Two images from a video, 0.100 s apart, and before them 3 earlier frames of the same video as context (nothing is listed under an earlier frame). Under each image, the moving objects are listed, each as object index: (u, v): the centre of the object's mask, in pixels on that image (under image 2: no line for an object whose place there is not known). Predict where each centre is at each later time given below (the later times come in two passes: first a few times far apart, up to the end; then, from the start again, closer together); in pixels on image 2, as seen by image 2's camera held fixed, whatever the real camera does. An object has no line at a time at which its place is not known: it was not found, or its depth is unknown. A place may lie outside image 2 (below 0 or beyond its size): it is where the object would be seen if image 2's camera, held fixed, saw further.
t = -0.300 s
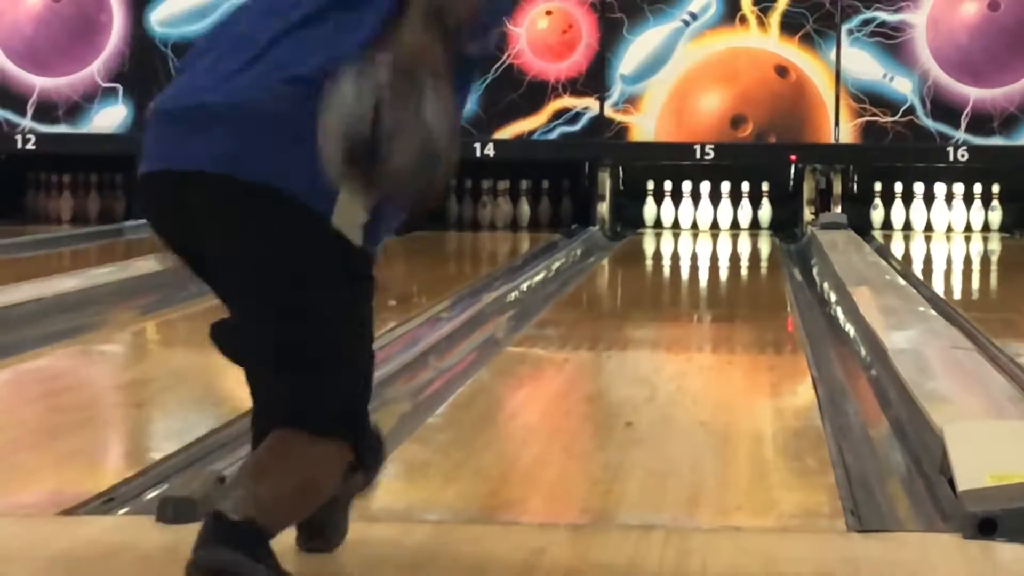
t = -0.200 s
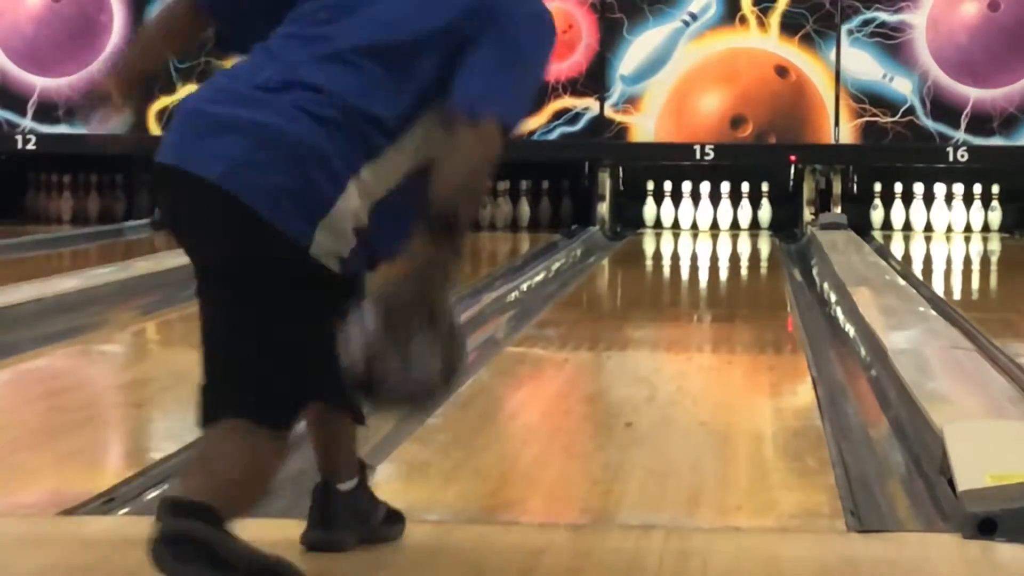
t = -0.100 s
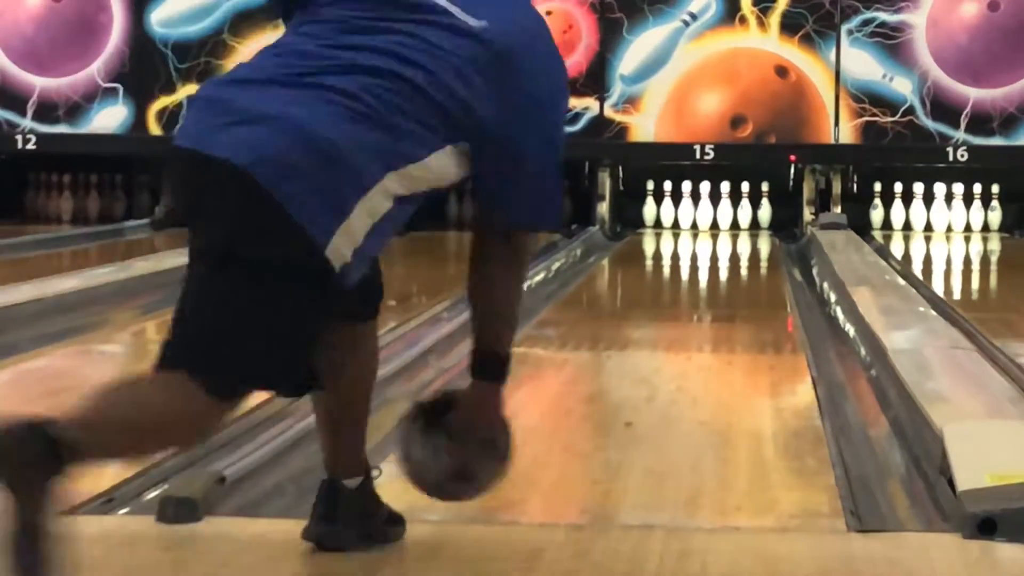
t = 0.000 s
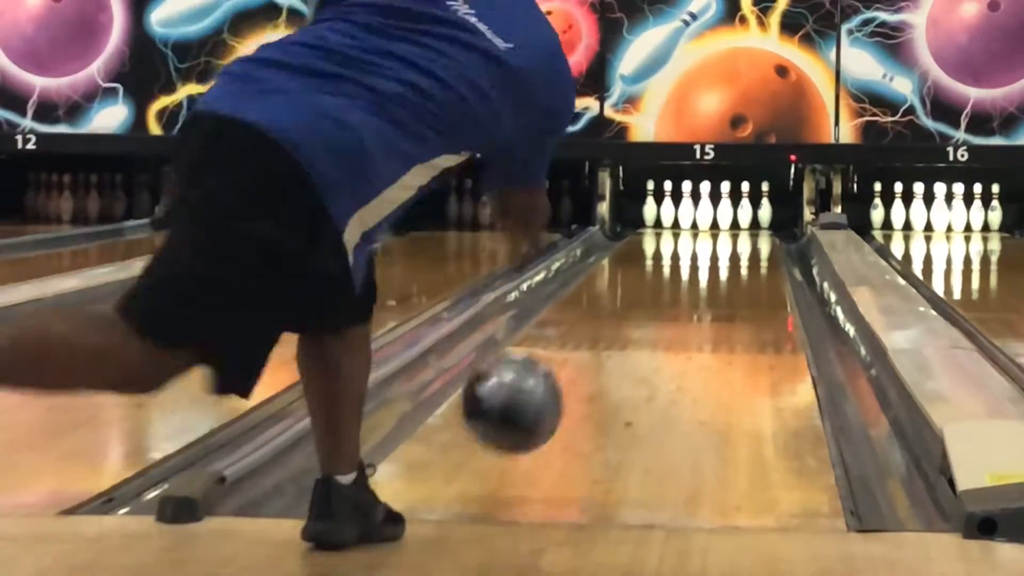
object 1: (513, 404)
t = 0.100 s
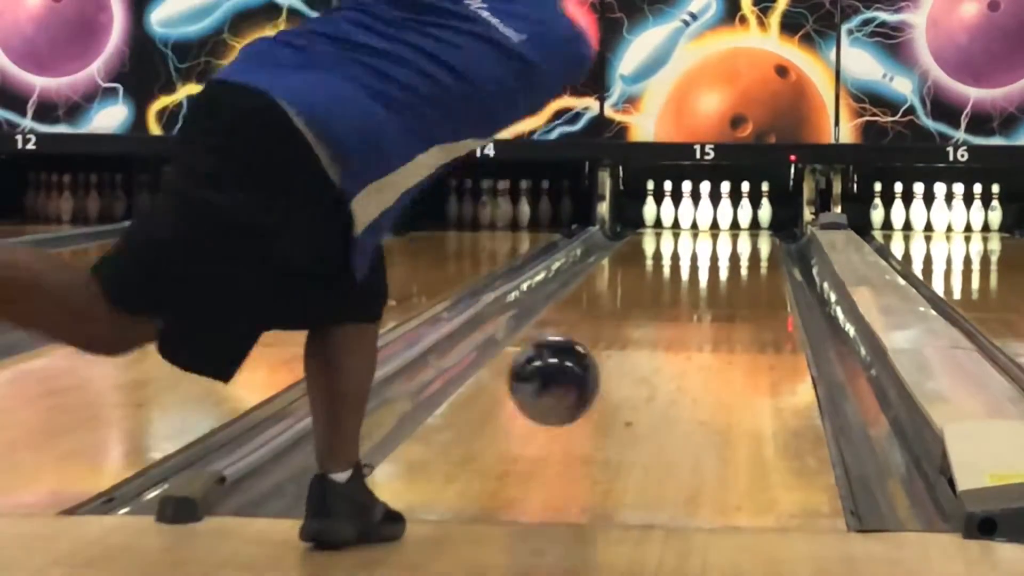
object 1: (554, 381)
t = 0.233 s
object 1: (597, 379)
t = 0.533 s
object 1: (664, 328)
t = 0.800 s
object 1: (699, 297)
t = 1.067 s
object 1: (722, 278)
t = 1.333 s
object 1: (737, 259)
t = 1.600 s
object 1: (745, 247)
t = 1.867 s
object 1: (746, 235)
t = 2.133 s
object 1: (736, 226)
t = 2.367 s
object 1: (716, 220)
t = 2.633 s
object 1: (699, 213)
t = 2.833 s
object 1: (689, 216)
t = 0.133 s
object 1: (566, 383)
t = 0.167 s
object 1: (577, 389)
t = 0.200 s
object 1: (588, 392)
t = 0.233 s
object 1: (597, 379)
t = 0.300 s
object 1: (616, 370)
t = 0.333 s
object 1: (623, 362)
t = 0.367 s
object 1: (631, 356)
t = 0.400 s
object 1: (638, 350)
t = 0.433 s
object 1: (645, 344)
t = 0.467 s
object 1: (652, 337)
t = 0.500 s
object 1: (658, 332)
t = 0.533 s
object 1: (664, 328)
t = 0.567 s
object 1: (669, 323)
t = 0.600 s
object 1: (675, 320)
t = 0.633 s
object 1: (679, 315)
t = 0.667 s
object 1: (683, 312)
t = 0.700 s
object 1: (689, 309)
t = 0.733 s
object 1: (692, 305)
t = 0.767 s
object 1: (697, 302)
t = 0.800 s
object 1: (699, 297)
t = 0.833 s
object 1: (703, 295)
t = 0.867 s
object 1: (708, 293)
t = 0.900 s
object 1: (709, 289)
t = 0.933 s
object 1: (713, 287)
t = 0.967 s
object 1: (714, 284)
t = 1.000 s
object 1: (718, 282)
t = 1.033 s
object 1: (721, 279)
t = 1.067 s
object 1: (722, 278)
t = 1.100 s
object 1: (725, 274)
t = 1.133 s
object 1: (727, 273)
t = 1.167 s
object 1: (729, 270)
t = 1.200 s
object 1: (732, 267)
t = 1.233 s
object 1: (732, 266)
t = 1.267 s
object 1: (734, 263)
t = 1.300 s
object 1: (735, 261)
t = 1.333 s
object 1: (737, 259)
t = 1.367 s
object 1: (737, 257)
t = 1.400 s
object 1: (739, 257)
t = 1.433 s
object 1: (741, 254)
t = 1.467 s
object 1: (742, 252)
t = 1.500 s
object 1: (743, 250)
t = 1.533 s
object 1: (743, 249)
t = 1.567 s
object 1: (745, 249)
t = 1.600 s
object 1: (745, 247)
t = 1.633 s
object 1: (746, 245)
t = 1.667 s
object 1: (746, 244)
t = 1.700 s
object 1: (747, 243)
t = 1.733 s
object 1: (747, 241)
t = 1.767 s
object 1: (747, 239)
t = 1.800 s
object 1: (746, 238)
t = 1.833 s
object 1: (746, 237)
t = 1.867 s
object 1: (746, 235)
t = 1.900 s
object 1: (745, 234)
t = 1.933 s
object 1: (745, 233)
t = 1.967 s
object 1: (744, 232)
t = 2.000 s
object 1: (743, 230)
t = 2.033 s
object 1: (741, 229)
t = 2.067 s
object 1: (739, 228)
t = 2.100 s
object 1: (737, 227)
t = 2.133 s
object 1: (736, 226)
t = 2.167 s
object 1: (733, 225)
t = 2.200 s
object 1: (730, 225)
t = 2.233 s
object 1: (729, 224)
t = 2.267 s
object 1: (726, 223)
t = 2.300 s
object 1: (722, 222)
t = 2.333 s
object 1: (720, 221)
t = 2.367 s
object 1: (716, 220)
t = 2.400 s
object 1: (714, 220)
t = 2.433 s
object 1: (710, 220)
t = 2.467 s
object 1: (709, 218)
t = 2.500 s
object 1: (709, 217)
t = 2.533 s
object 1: (708, 218)
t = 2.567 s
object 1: (704, 216)
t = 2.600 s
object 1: (701, 216)
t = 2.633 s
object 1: (699, 213)
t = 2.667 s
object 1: (693, 213)
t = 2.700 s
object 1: (690, 213)
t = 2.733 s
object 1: (694, 211)
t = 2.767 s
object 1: (691, 214)
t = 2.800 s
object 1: (689, 214)
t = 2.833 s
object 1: (689, 216)
